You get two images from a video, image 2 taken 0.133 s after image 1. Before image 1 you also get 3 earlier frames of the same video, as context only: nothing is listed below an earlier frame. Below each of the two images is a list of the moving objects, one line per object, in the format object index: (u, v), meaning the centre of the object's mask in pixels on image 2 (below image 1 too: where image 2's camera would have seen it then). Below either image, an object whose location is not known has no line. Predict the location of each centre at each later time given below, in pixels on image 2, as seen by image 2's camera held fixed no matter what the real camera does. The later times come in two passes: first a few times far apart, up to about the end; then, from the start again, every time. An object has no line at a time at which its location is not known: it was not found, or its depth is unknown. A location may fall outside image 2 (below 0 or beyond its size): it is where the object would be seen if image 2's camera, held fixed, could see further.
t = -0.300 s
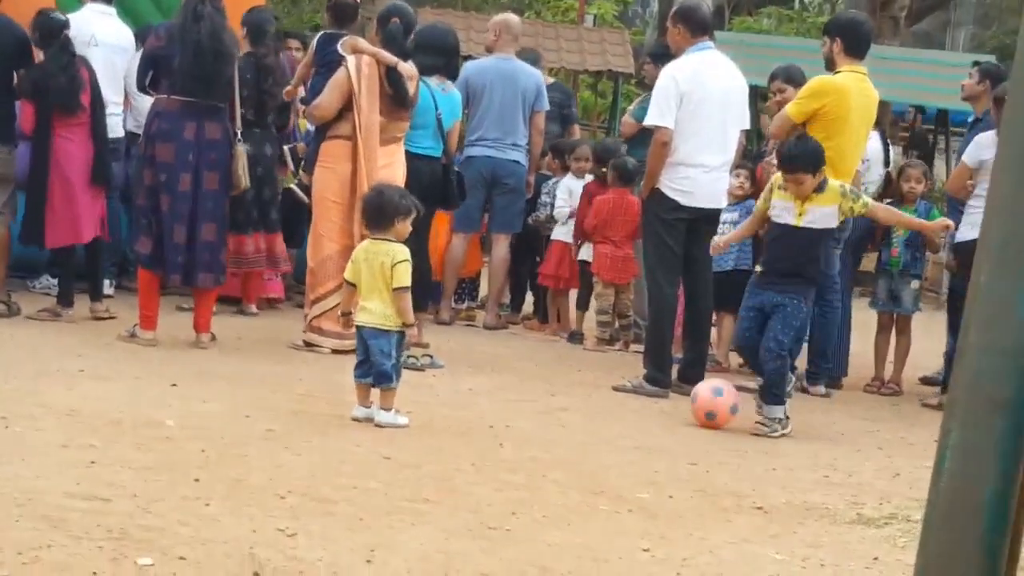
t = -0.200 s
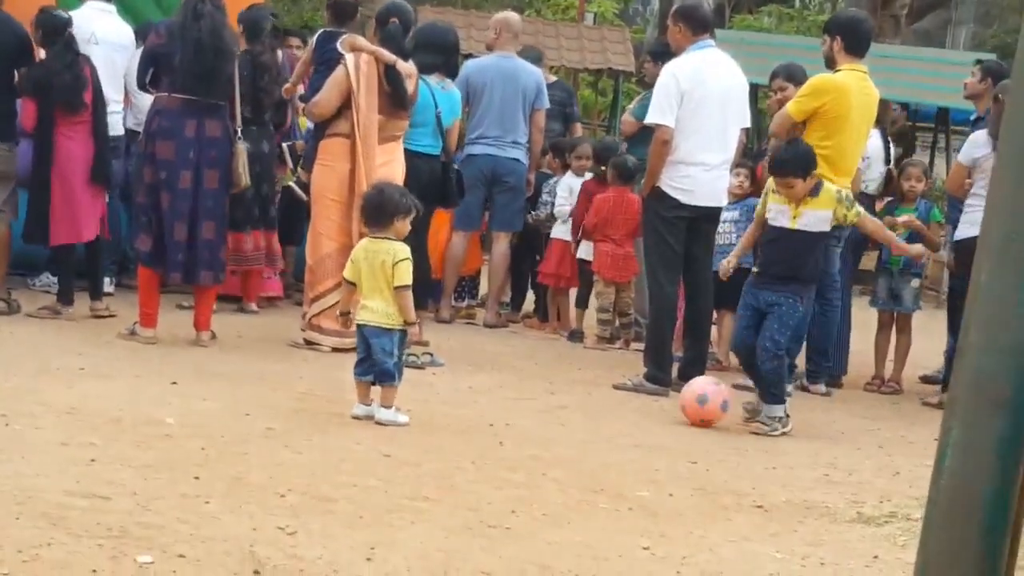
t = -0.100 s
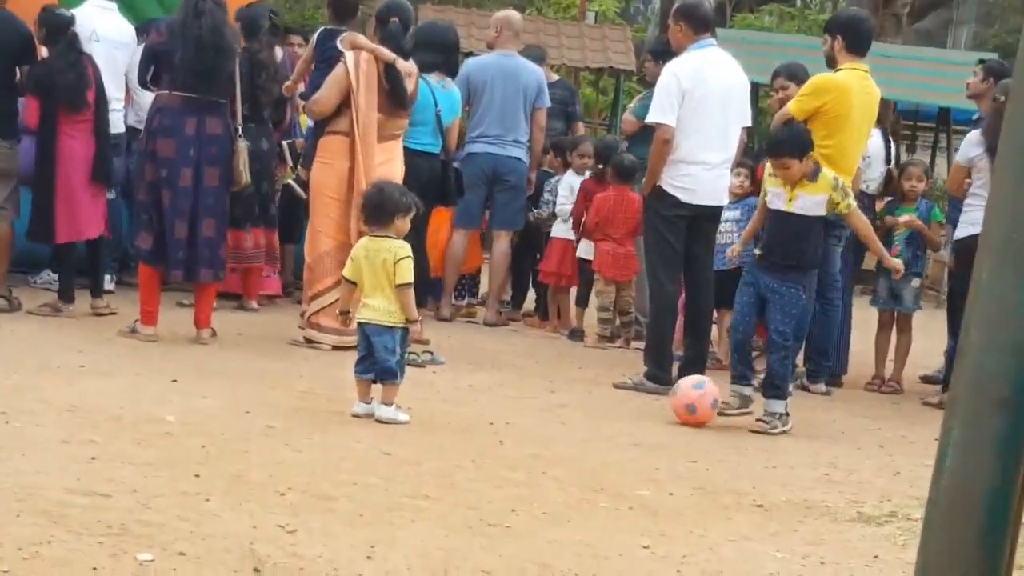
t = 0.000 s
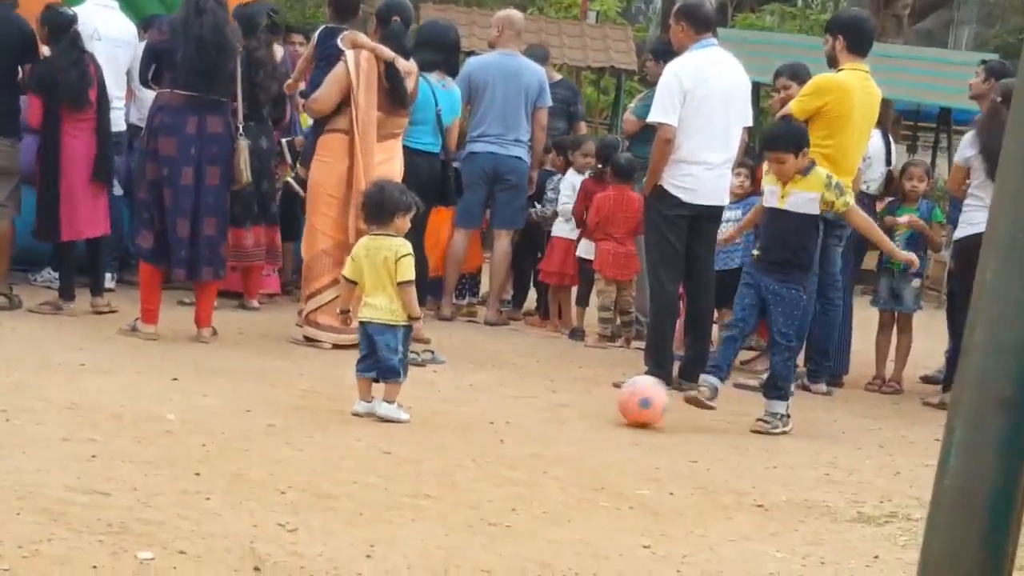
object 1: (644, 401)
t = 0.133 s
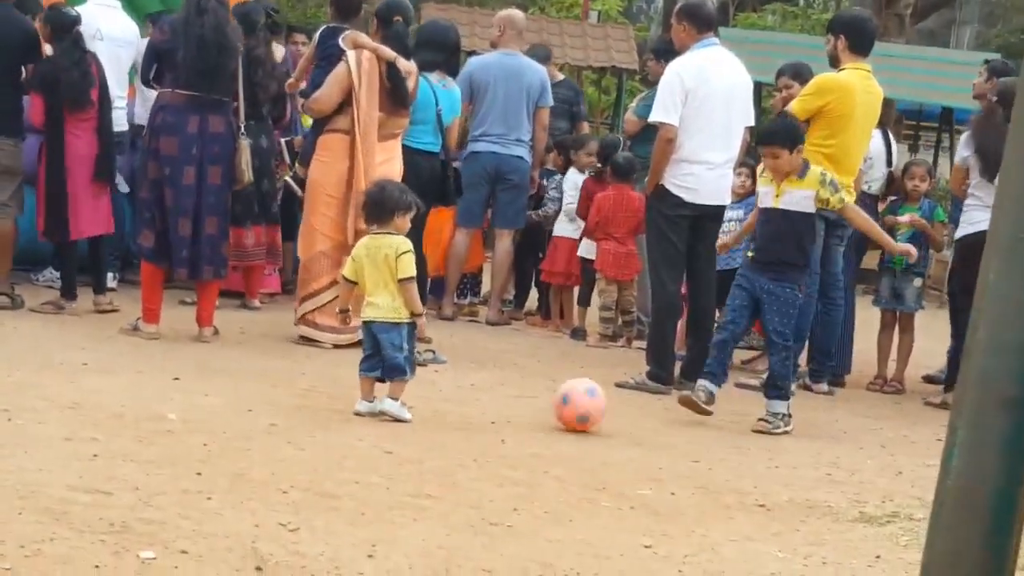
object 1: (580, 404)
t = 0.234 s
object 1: (537, 407)
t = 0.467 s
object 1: (455, 410)
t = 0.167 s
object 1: (565, 406)
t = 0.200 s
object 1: (550, 406)
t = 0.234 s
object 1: (537, 407)
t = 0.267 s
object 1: (524, 408)
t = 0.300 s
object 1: (513, 408)
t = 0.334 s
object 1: (502, 409)
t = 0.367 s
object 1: (490, 409)
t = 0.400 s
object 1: (479, 409)
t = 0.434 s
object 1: (467, 410)
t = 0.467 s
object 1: (455, 410)
